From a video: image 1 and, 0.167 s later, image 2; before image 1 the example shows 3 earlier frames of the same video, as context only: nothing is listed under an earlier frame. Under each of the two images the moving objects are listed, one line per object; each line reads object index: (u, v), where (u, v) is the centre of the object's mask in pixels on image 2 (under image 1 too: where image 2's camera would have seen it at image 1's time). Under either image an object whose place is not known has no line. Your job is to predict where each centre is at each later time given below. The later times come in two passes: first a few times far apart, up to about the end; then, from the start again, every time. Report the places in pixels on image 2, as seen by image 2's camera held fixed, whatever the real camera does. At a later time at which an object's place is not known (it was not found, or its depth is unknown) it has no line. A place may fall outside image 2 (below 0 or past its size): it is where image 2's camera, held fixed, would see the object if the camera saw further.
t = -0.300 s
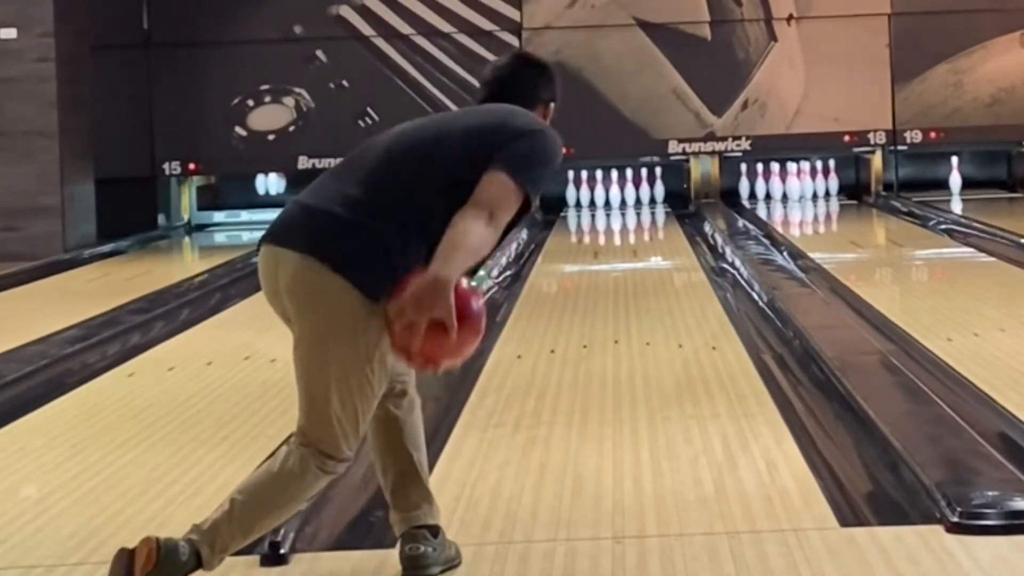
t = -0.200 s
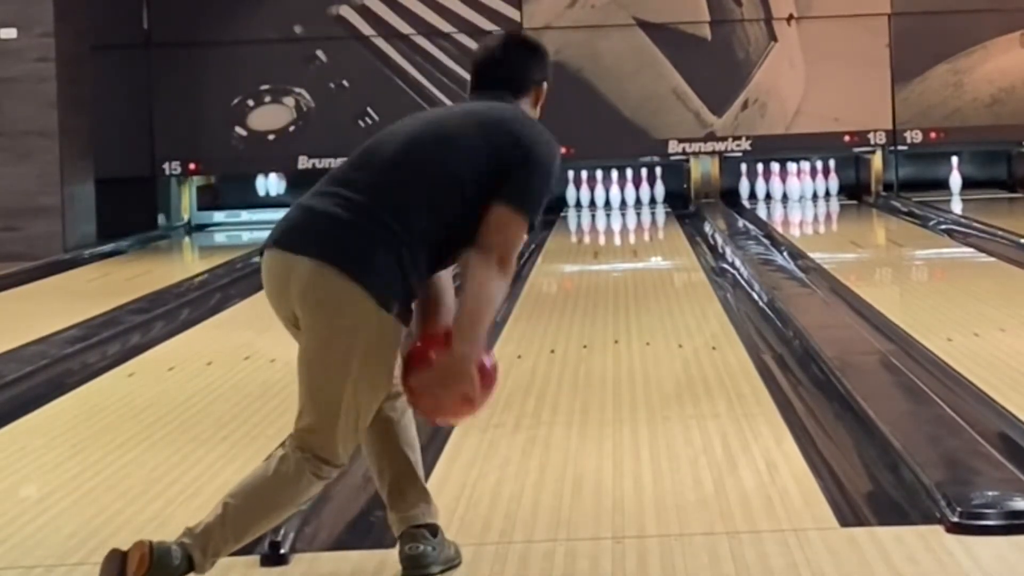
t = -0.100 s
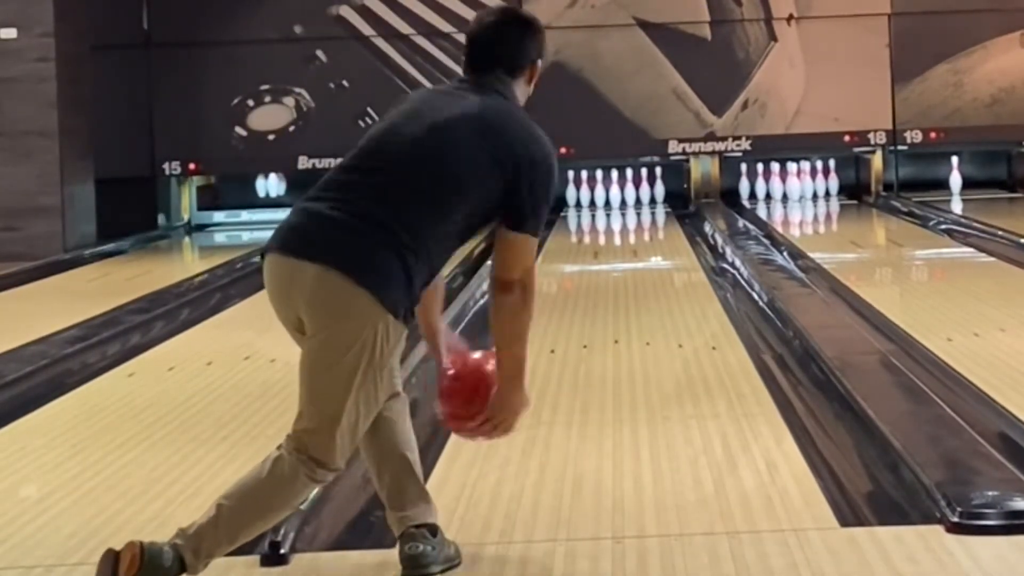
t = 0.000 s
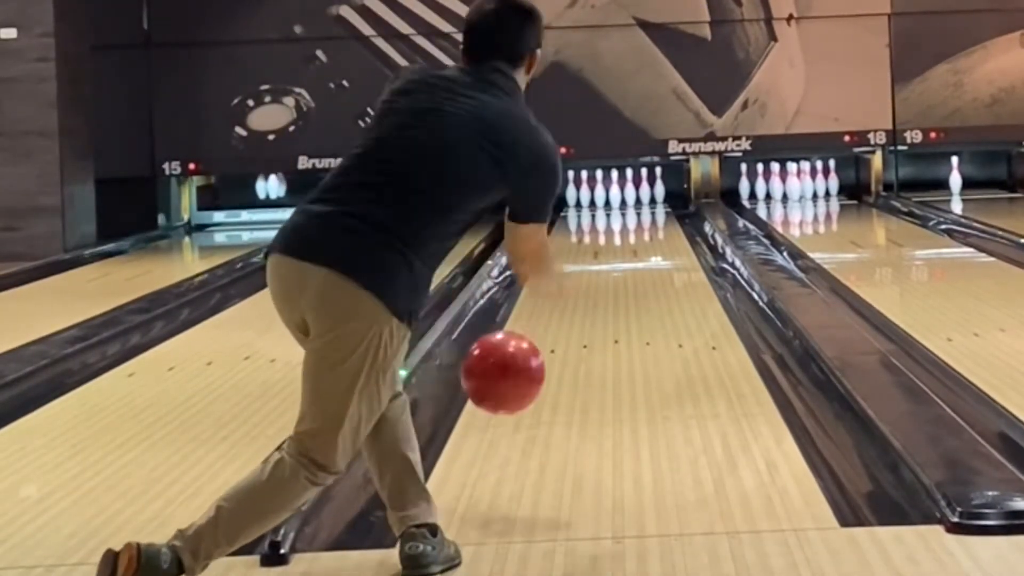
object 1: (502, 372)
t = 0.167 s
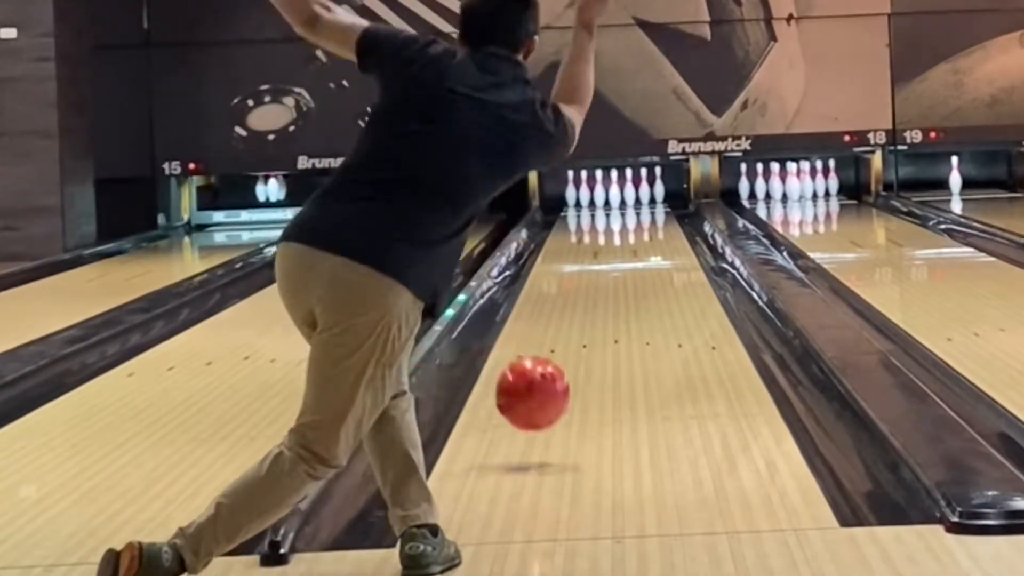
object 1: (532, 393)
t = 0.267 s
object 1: (547, 403)
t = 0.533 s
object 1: (574, 364)
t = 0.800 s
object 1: (593, 331)
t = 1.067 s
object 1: (607, 306)
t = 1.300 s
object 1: (615, 289)
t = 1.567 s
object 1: (623, 272)
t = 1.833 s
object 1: (628, 258)
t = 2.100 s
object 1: (631, 245)
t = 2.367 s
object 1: (633, 236)
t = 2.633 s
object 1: (633, 227)
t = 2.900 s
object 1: (631, 220)
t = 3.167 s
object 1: (628, 214)
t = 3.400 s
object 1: (621, 209)
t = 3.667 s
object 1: (613, 205)
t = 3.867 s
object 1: (604, 202)
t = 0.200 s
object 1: (539, 407)
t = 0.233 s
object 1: (543, 412)
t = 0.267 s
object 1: (547, 403)
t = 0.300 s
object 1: (552, 399)
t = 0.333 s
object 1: (555, 394)
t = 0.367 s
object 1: (559, 389)
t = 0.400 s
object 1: (562, 383)
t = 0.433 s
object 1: (566, 378)
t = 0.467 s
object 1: (569, 373)
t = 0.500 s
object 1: (572, 369)
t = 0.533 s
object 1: (574, 364)
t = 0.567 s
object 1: (577, 359)
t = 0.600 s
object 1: (580, 355)
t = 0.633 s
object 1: (582, 351)
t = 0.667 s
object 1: (585, 347)
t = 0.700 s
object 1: (587, 343)
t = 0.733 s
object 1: (589, 339)
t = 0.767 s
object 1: (591, 335)
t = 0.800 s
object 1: (593, 331)
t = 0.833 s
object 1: (595, 328)
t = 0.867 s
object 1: (597, 324)
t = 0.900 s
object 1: (599, 321)
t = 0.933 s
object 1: (601, 318)
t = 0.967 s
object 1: (602, 315)
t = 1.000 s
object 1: (604, 312)
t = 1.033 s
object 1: (606, 309)
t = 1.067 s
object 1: (607, 306)
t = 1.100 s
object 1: (608, 304)
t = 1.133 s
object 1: (609, 301)
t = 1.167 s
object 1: (611, 298)
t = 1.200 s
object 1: (612, 296)
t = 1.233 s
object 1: (613, 293)
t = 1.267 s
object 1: (614, 291)
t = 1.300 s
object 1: (615, 289)
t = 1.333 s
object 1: (616, 287)
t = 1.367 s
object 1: (617, 284)
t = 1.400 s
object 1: (618, 282)
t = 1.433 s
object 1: (619, 280)
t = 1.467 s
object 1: (620, 278)
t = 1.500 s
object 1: (621, 276)
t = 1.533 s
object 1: (622, 274)
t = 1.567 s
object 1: (623, 272)
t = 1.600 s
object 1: (624, 270)
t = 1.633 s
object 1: (625, 268)
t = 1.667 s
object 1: (625, 266)
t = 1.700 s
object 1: (626, 264)
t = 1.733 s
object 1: (626, 263)
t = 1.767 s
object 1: (627, 261)
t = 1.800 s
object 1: (627, 260)
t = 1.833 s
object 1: (628, 258)
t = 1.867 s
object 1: (628, 256)
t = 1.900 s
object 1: (629, 255)
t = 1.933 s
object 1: (629, 253)
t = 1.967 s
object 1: (630, 252)
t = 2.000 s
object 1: (630, 250)
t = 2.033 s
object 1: (630, 249)
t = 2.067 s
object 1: (631, 247)
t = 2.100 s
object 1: (631, 245)
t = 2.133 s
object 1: (631, 244)
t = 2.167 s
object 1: (632, 243)
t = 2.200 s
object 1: (632, 242)
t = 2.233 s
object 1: (632, 241)
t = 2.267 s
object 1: (633, 240)
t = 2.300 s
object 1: (633, 238)
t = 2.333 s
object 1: (633, 237)
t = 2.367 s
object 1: (633, 236)
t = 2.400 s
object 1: (633, 235)
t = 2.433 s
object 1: (633, 233)
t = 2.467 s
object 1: (633, 233)
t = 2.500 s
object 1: (633, 232)
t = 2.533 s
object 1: (633, 231)
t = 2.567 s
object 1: (633, 230)
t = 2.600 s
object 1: (633, 228)
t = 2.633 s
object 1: (633, 227)
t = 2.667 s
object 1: (633, 226)
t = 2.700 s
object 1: (633, 225)
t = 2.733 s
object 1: (633, 224)
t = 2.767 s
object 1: (633, 223)
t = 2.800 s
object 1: (633, 223)
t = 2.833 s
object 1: (632, 222)
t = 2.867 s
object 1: (632, 221)
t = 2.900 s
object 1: (631, 220)
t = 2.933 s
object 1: (631, 219)
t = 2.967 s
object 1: (631, 219)
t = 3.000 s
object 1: (630, 218)
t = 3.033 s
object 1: (630, 217)
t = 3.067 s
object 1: (630, 216)
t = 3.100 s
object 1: (629, 215)
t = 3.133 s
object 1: (628, 214)
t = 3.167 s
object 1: (628, 214)
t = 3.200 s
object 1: (628, 213)
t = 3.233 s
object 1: (627, 213)
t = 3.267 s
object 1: (626, 212)
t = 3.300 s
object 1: (624, 211)
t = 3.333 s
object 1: (623, 210)
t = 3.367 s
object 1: (622, 210)
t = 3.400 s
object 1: (621, 209)
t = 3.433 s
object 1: (620, 209)
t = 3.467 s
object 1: (619, 208)
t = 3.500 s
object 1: (618, 208)
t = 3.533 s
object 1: (617, 207)
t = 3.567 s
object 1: (616, 206)
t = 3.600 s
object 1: (615, 205)
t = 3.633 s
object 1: (614, 205)
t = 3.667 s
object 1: (613, 205)
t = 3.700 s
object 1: (612, 204)
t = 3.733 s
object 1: (610, 204)
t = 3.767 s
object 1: (608, 203)
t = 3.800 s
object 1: (607, 203)
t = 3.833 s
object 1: (606, 202)
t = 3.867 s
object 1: (604, 202)
